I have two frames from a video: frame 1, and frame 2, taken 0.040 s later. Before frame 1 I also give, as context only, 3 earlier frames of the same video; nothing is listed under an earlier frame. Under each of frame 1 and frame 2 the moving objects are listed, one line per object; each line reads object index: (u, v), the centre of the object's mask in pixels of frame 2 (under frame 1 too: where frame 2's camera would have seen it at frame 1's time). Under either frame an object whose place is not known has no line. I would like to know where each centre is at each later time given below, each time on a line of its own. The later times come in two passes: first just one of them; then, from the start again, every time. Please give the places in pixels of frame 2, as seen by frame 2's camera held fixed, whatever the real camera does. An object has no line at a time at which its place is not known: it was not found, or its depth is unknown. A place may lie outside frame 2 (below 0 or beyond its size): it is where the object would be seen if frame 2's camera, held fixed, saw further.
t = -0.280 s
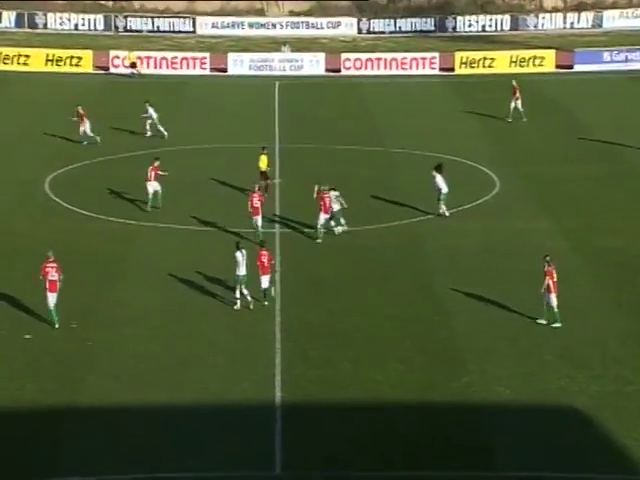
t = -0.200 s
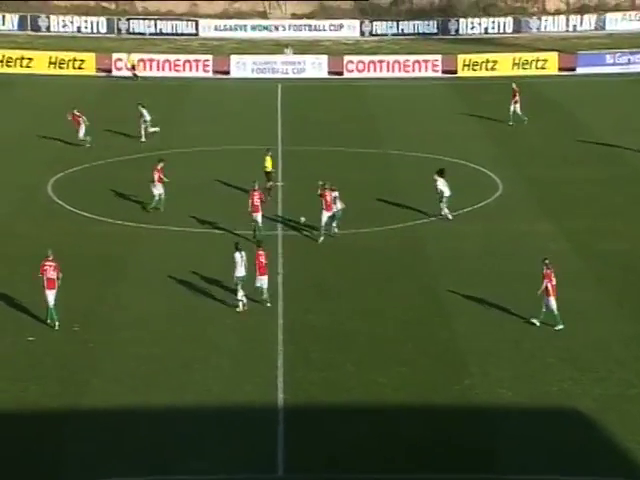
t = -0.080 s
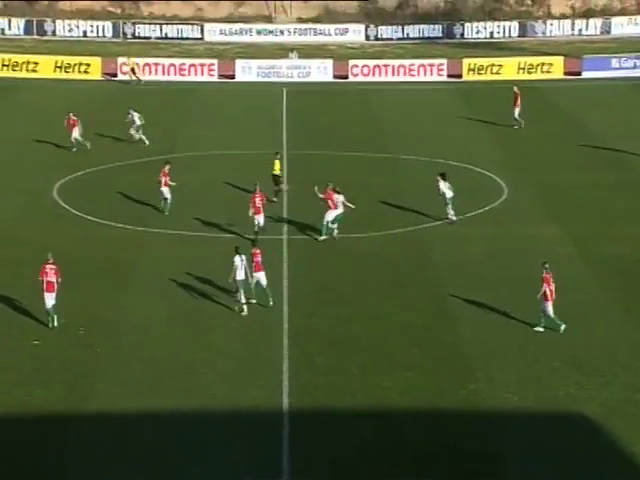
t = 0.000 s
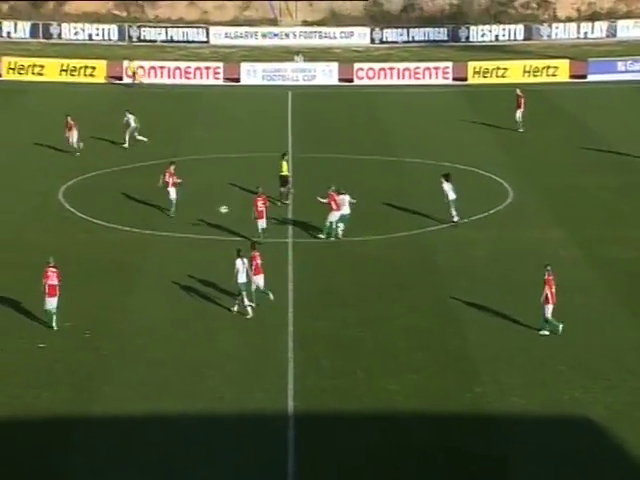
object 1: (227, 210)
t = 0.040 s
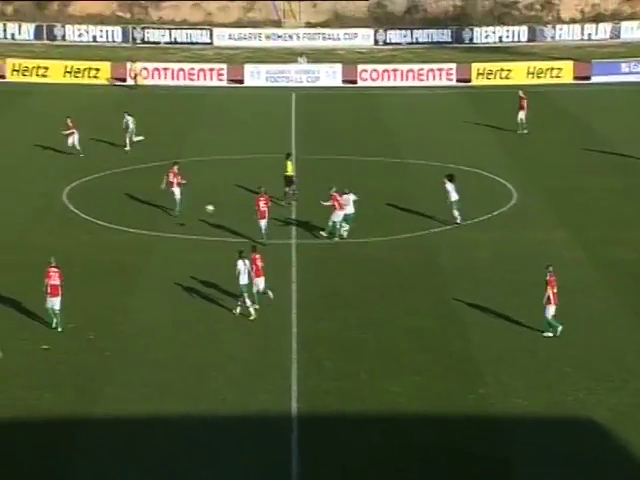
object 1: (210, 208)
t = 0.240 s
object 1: (125, 205)
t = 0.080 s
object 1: (192, 207)
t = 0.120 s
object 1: (175, 206)
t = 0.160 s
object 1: (158, 205)
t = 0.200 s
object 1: (141, 205)
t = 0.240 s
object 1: (125, 205)
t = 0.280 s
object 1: (108, 206)
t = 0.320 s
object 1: (93, 207)
